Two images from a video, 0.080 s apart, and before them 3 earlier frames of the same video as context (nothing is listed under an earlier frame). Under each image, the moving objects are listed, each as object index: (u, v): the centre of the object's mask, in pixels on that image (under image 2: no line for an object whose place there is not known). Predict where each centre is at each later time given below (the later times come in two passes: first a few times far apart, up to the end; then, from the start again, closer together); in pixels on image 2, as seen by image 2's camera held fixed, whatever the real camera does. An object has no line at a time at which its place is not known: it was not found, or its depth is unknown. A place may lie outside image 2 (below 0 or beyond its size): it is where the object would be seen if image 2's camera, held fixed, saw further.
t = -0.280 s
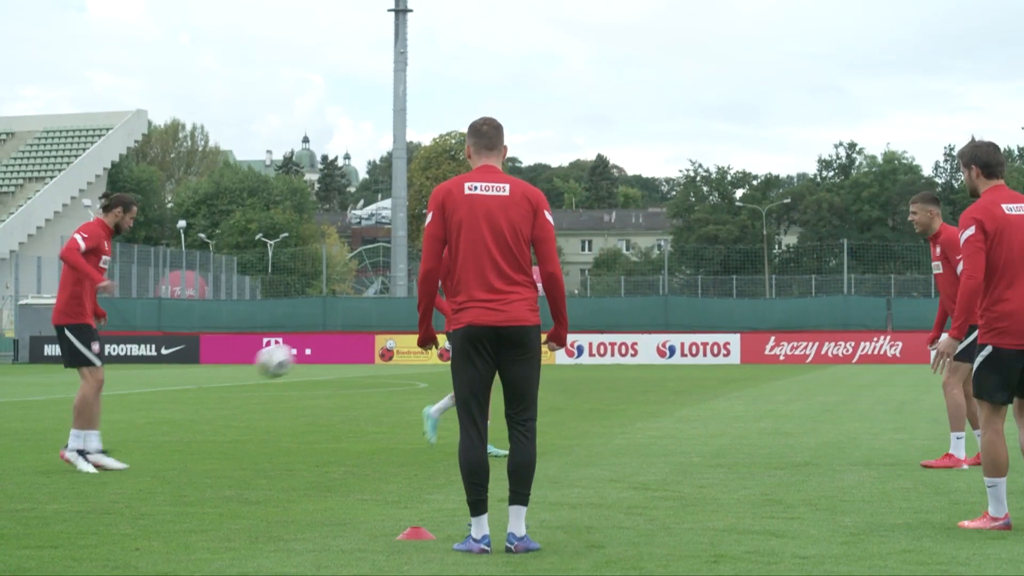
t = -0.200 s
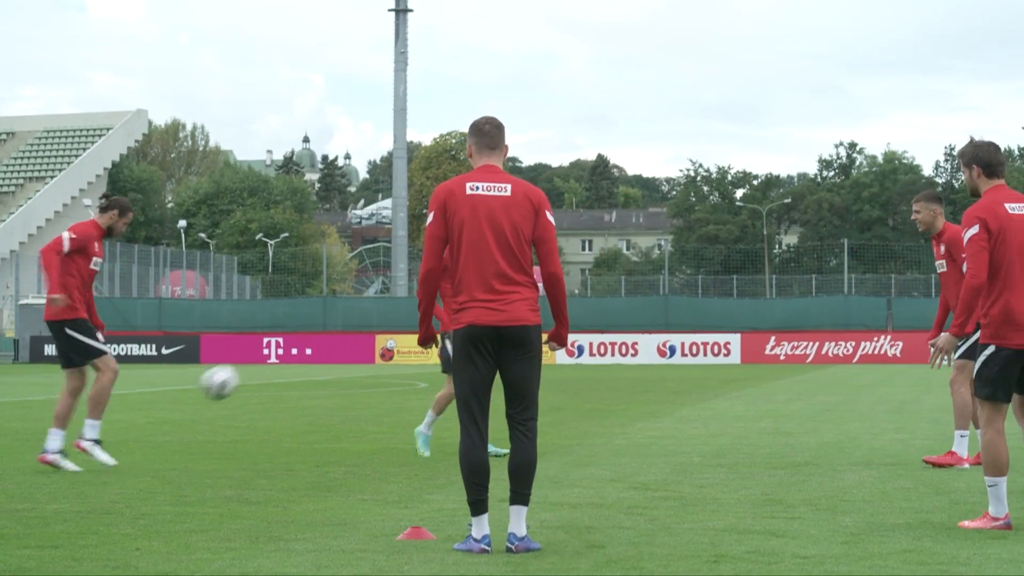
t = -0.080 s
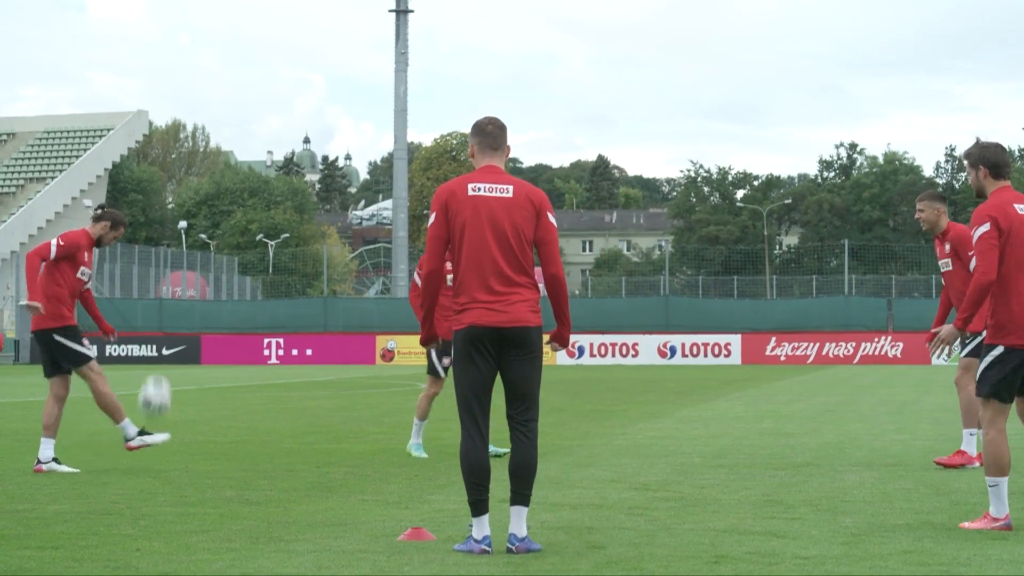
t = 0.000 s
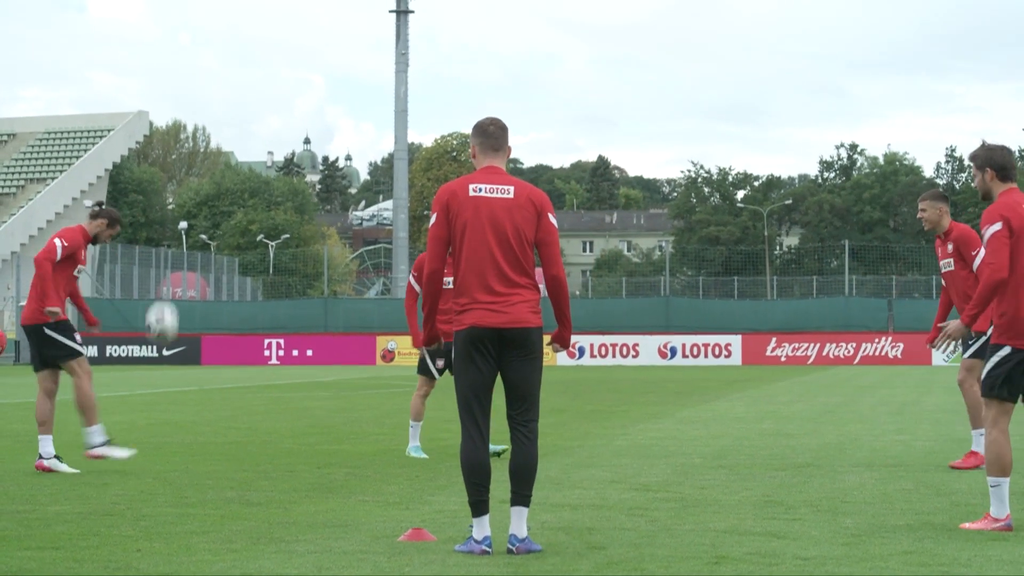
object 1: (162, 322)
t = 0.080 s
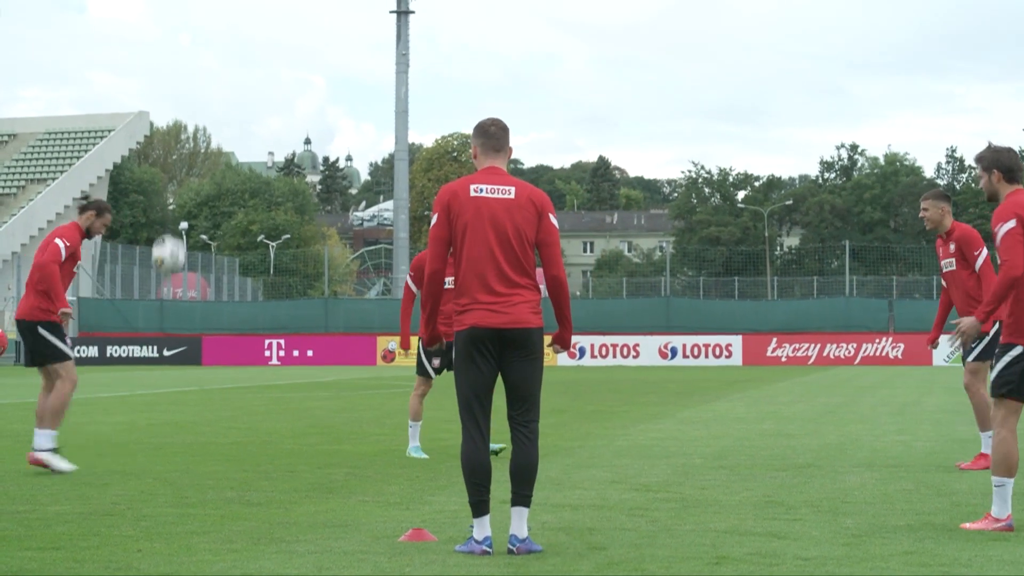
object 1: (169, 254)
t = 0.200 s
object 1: (176, 170)
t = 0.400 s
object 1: (184, 75)
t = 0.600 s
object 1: (191, 32)
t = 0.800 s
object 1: (196, 49)
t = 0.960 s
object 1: (199, 108)
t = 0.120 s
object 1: (171, 225)
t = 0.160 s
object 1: (173, 198)
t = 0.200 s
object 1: (176, 170)
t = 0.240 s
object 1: (177, 146)
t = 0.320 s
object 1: (181, 107)
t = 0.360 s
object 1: (183, 89)
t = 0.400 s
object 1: (184, 75)
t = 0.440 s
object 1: (186, 61)
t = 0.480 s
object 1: (187, 52)
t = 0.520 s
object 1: (188, 43)
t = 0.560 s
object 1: (190, 36)
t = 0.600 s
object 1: (191, 32)
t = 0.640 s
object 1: (192, 31)
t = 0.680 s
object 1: (193, 31)
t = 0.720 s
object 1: (194, 35)
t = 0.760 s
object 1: (195, 40)
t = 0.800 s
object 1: (196, 49)
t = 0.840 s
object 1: (197, 59)
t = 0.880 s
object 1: (197, 73)
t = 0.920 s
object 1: (198, 89)
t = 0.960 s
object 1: (199, 108)
